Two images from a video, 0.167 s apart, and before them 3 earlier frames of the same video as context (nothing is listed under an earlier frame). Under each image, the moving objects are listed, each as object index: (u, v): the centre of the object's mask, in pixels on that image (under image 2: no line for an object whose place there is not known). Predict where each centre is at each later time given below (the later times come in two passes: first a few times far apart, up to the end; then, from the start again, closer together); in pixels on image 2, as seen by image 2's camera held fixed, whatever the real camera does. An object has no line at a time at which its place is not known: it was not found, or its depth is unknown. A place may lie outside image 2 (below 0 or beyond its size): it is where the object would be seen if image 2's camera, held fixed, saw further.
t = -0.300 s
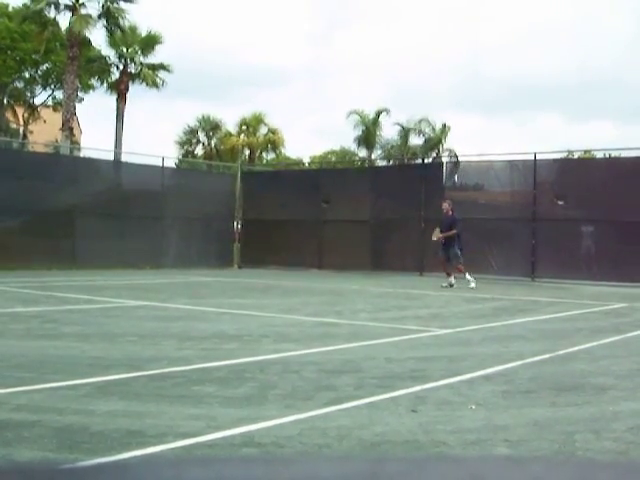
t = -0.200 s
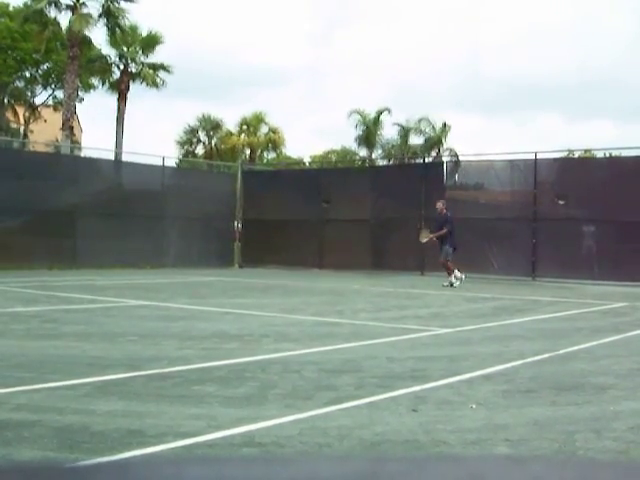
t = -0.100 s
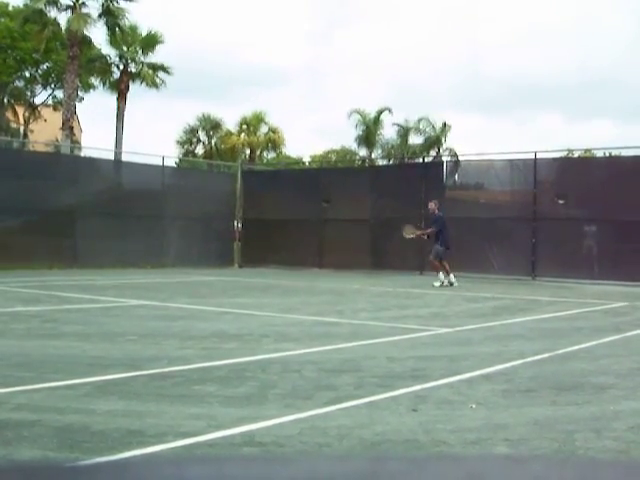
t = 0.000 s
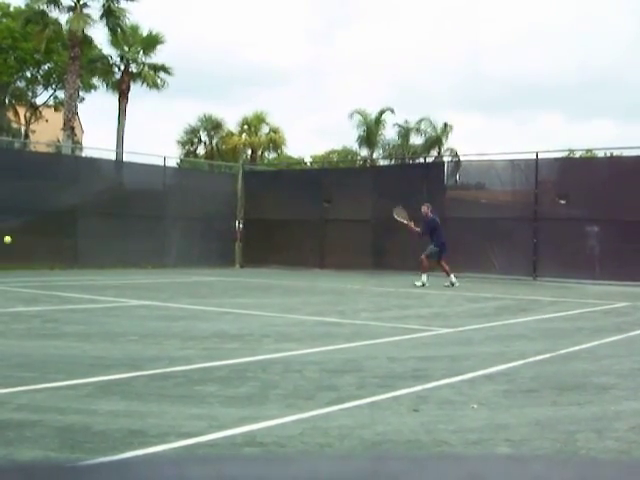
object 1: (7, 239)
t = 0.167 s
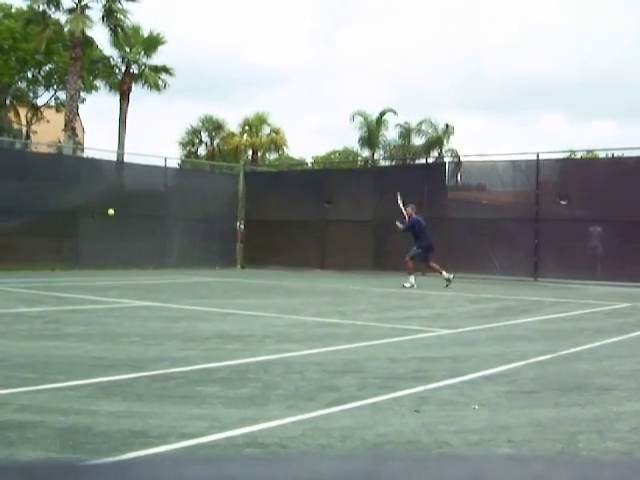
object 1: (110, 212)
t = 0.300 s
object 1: (174, 209)
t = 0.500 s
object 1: (246, 227)
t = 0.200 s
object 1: (128, 209)
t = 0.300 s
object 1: (174, 209)
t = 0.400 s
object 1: (213, 215)
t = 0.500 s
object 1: (246, 227)
